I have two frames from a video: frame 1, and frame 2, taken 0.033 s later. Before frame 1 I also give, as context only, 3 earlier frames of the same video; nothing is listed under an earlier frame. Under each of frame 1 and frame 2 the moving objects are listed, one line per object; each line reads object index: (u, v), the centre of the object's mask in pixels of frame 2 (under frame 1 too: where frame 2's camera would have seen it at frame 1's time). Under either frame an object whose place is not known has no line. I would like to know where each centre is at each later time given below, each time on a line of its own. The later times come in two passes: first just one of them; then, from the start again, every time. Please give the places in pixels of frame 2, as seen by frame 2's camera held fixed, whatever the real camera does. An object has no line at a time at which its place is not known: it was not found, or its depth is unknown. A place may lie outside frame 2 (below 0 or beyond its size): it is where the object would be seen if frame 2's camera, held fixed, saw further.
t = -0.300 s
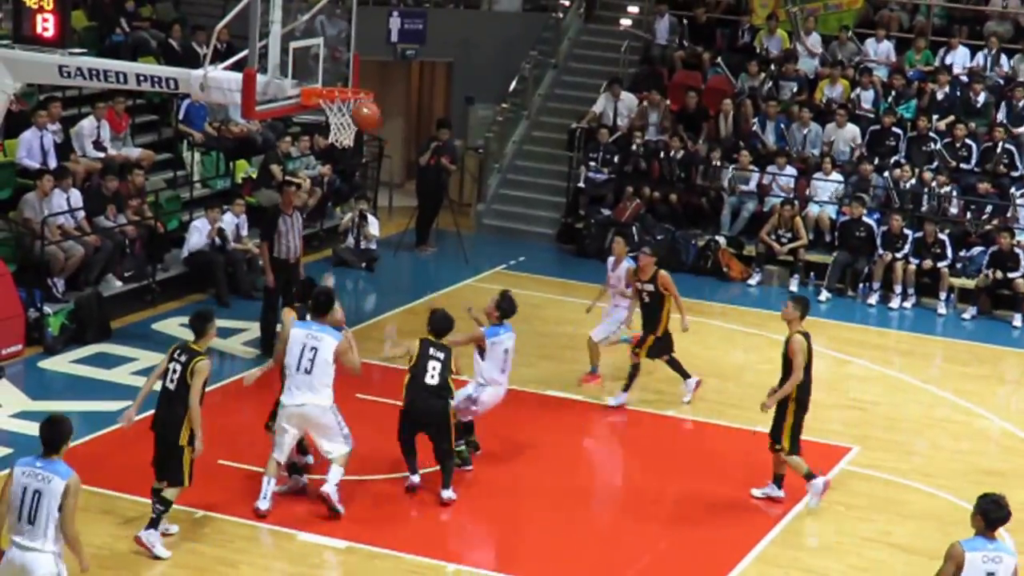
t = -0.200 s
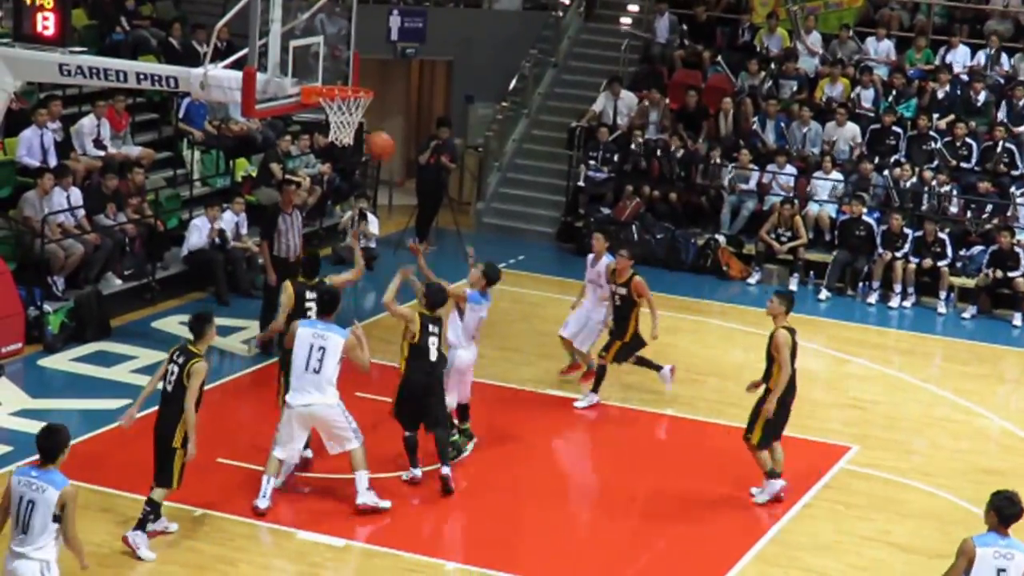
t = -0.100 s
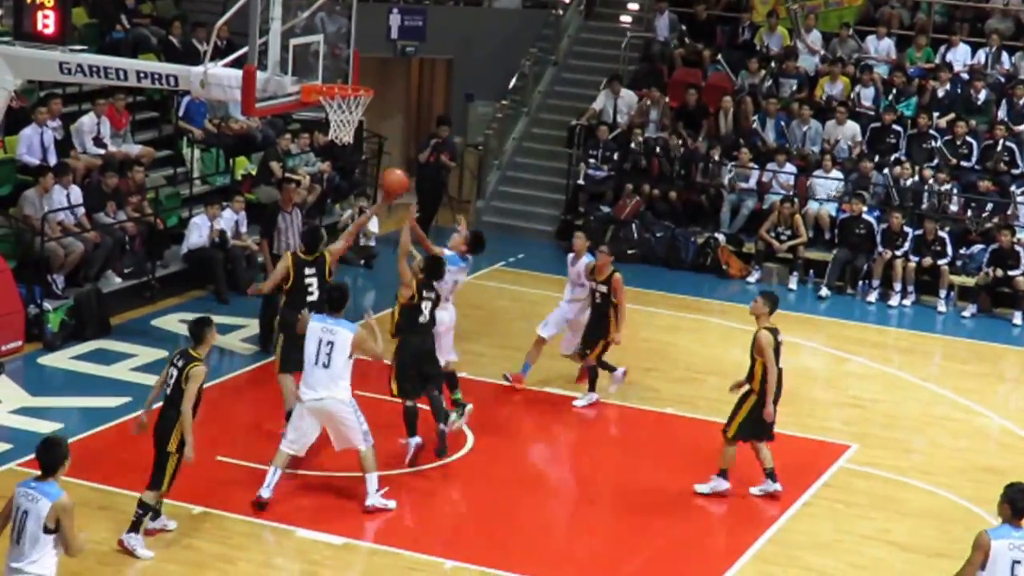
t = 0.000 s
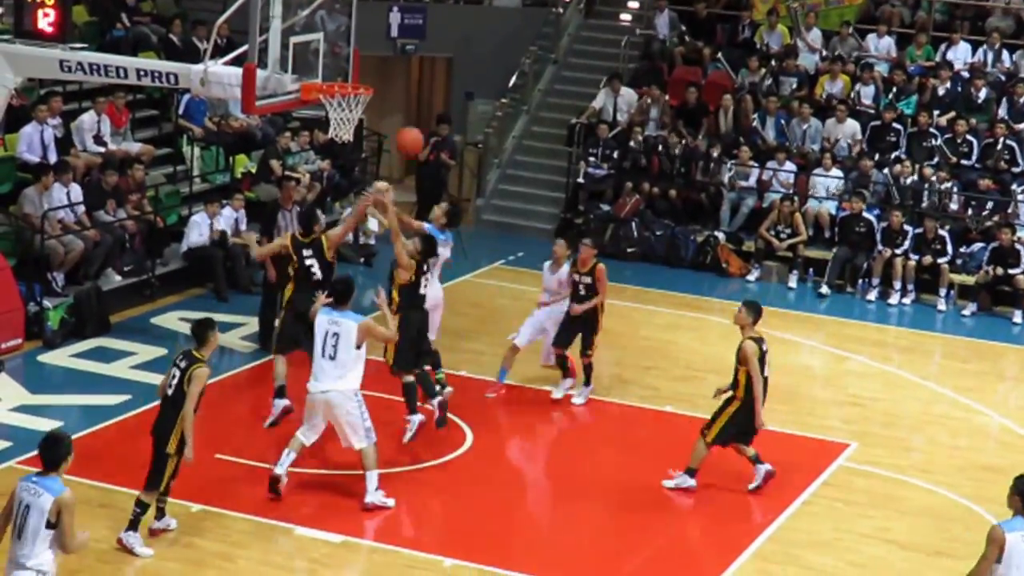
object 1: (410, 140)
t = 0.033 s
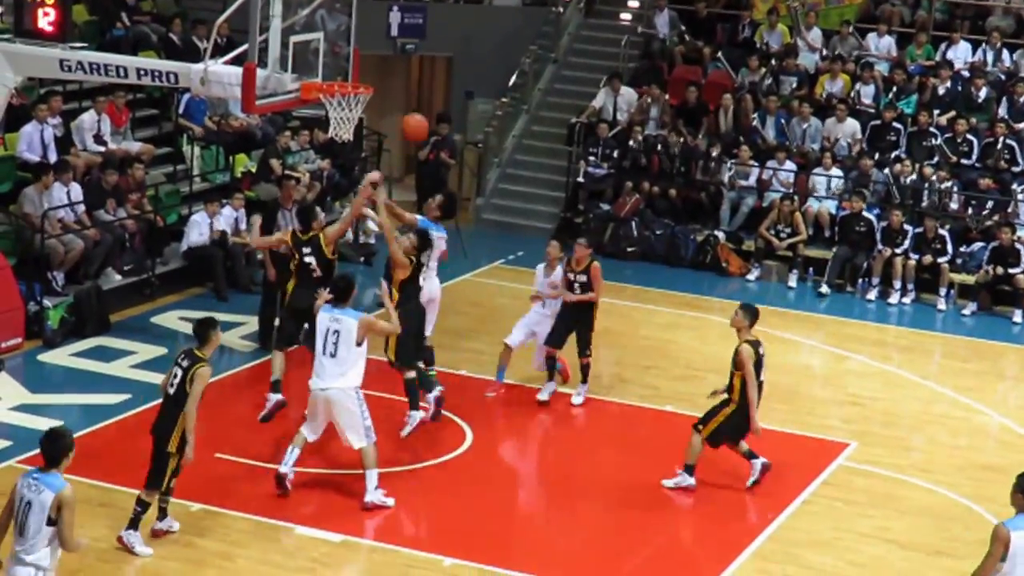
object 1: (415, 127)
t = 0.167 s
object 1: (432, 87)
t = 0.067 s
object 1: (420, 116)
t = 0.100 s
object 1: (423, 105)
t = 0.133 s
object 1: (428, 96)
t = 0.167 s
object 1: (432, 87)
